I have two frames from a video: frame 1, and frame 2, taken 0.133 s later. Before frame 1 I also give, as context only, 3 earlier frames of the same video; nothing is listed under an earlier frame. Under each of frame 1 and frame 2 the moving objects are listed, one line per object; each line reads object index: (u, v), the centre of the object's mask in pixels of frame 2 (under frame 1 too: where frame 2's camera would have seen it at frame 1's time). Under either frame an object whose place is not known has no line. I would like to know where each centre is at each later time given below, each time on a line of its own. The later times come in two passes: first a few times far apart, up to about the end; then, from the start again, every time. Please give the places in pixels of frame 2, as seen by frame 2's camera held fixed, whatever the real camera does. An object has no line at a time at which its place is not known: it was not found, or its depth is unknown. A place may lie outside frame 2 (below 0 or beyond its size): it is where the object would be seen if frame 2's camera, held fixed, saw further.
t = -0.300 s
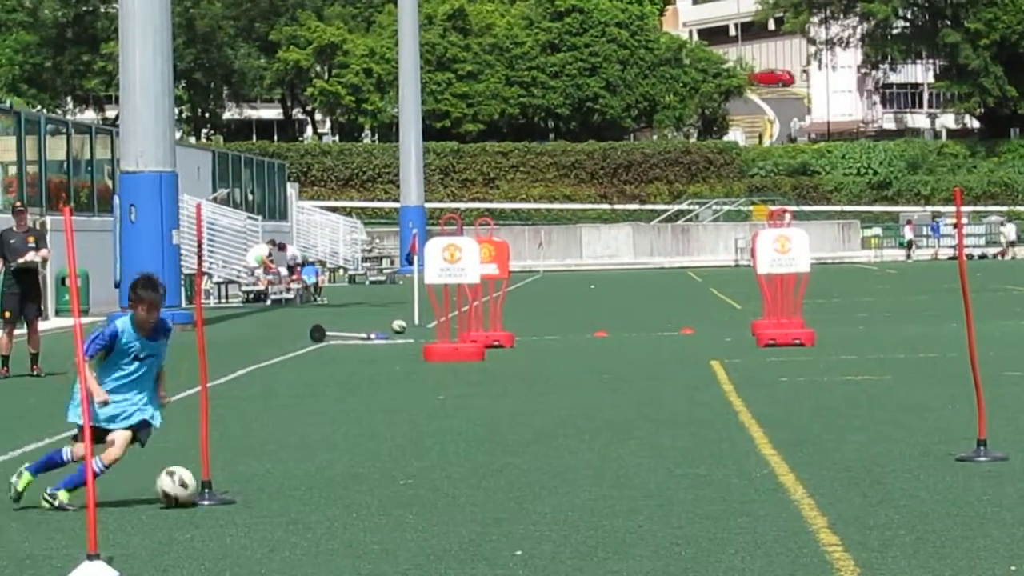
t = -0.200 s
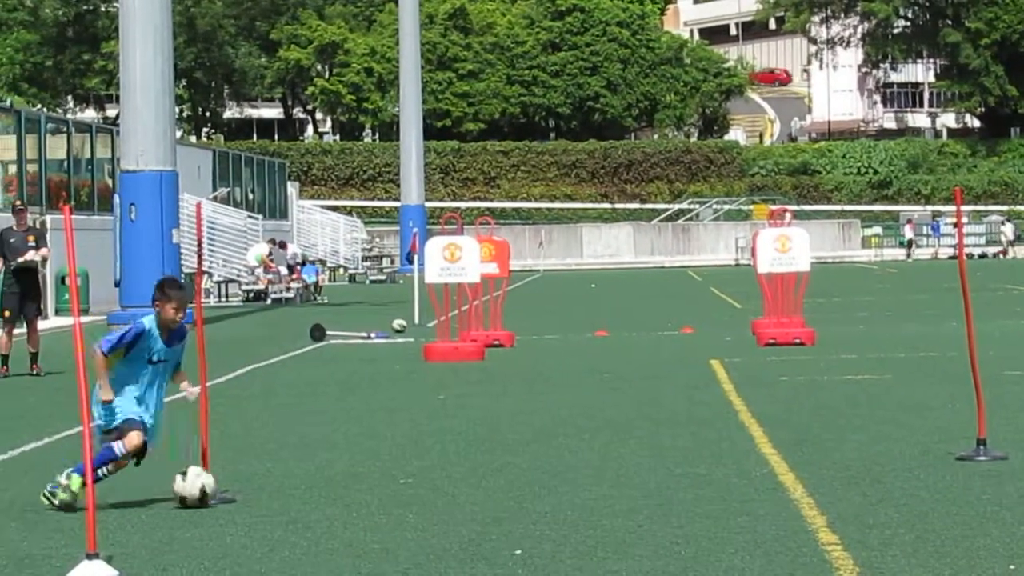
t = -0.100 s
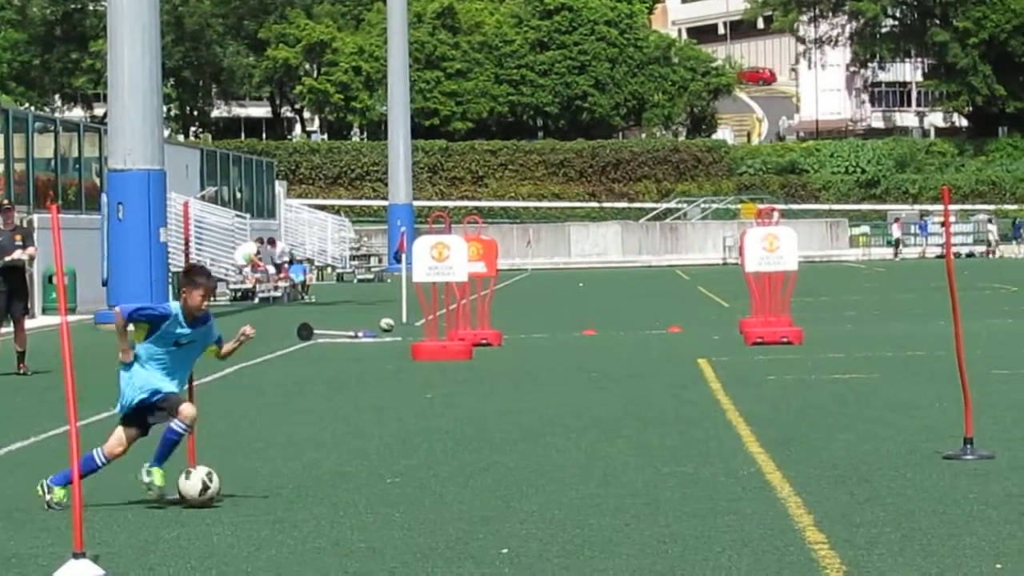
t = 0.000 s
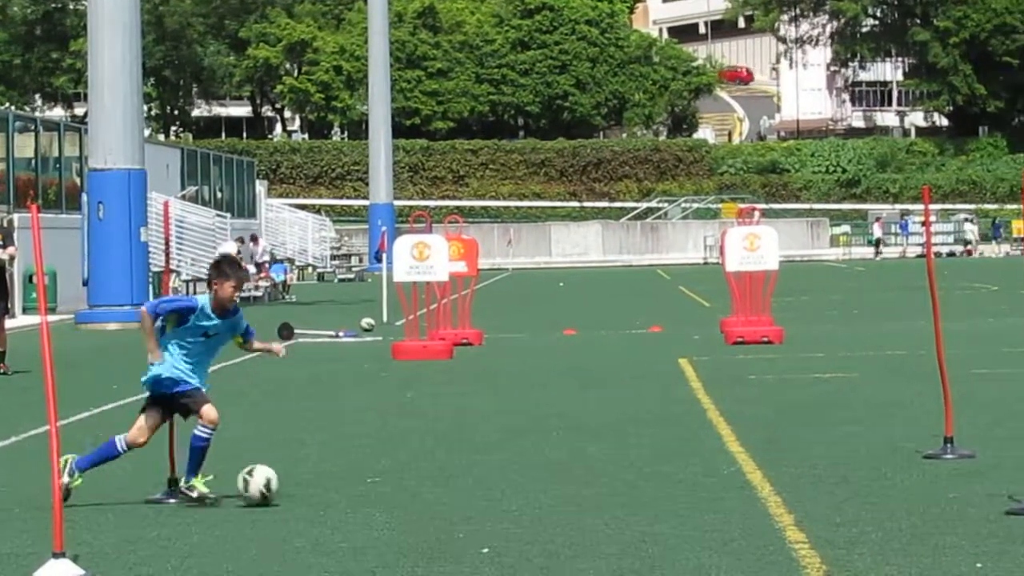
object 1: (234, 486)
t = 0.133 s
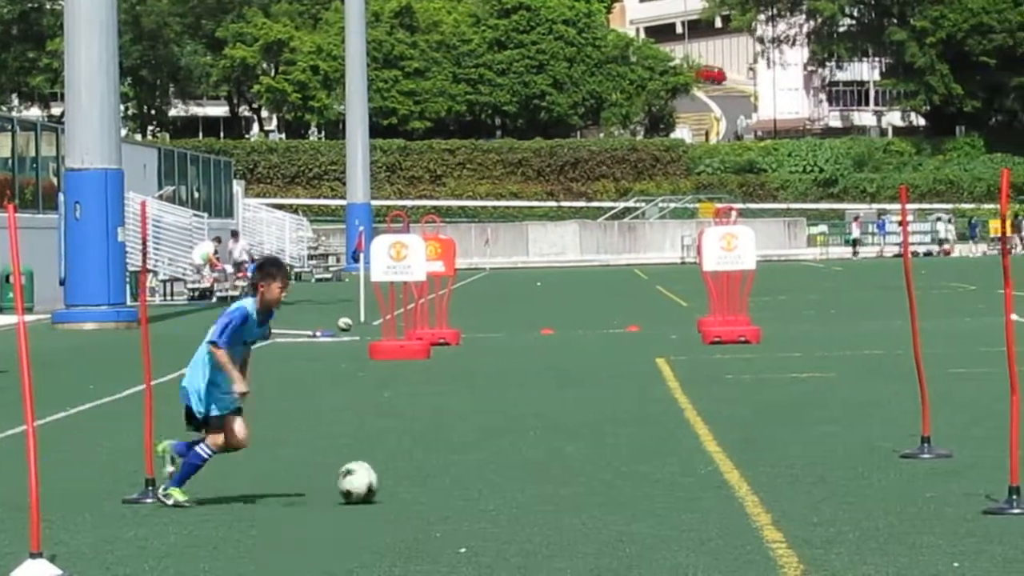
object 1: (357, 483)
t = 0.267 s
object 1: (457, 479)
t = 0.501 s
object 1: (587, 477)
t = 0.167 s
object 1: (384, 482)
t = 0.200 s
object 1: (410, 480)
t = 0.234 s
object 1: (434, 480)
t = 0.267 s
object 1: (457, 479)
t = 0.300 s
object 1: (478, 478)
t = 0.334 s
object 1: (498, 479)
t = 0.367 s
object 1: (517, 478)
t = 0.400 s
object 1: (537, 477)
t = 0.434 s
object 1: (557, 477)
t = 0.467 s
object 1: (568, 477)
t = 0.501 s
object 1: (587, 477)
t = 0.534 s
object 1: (604, 478)
